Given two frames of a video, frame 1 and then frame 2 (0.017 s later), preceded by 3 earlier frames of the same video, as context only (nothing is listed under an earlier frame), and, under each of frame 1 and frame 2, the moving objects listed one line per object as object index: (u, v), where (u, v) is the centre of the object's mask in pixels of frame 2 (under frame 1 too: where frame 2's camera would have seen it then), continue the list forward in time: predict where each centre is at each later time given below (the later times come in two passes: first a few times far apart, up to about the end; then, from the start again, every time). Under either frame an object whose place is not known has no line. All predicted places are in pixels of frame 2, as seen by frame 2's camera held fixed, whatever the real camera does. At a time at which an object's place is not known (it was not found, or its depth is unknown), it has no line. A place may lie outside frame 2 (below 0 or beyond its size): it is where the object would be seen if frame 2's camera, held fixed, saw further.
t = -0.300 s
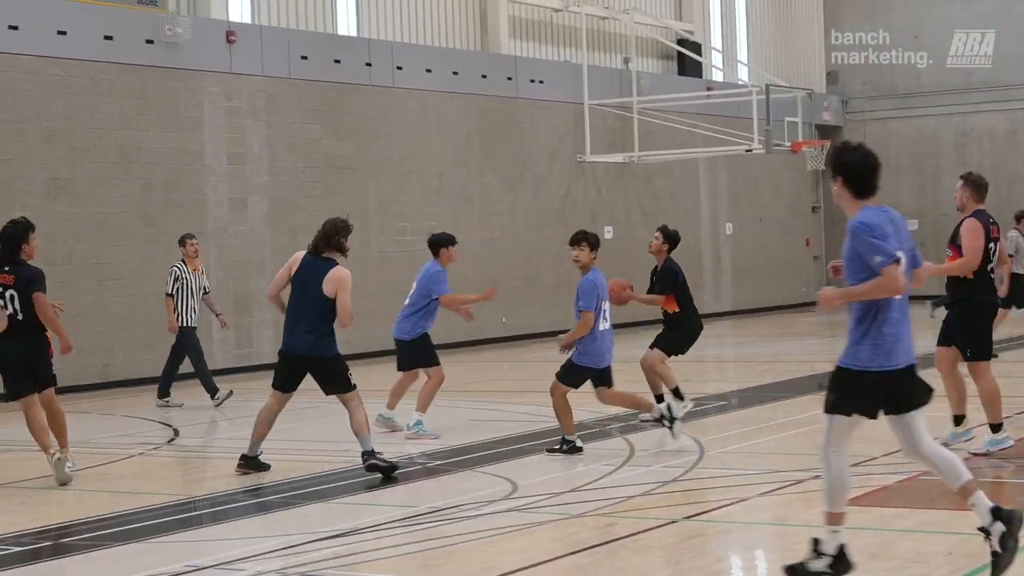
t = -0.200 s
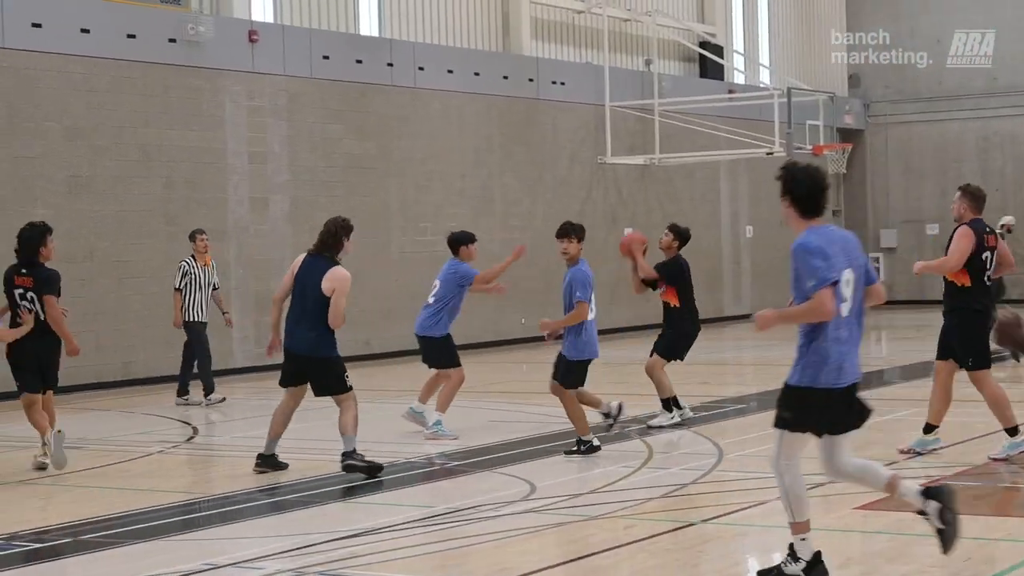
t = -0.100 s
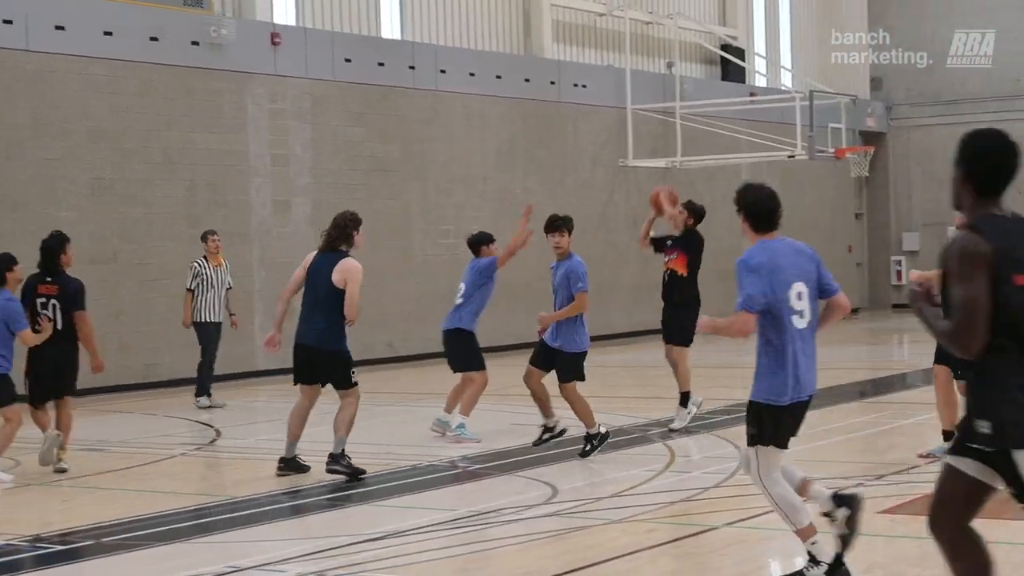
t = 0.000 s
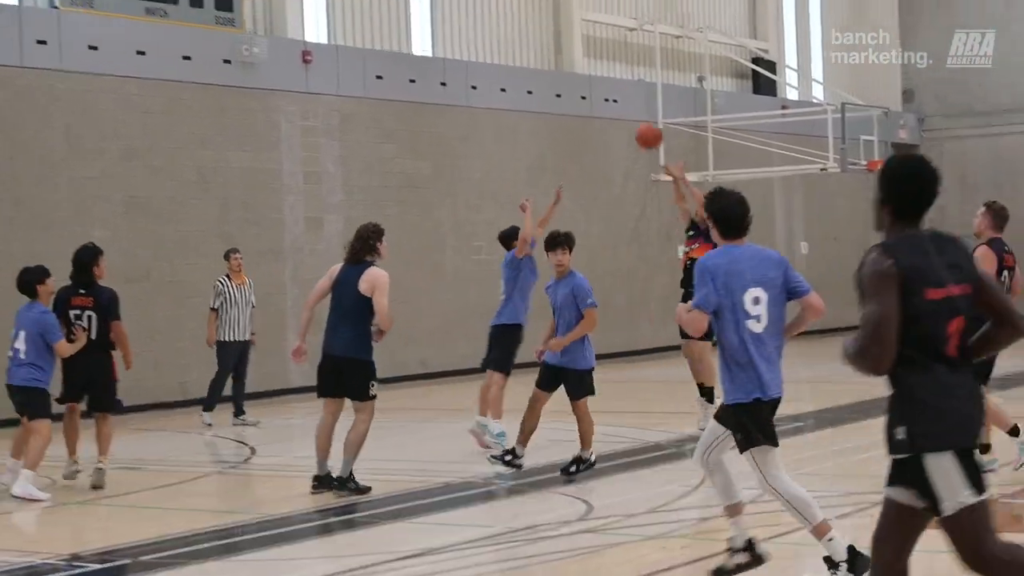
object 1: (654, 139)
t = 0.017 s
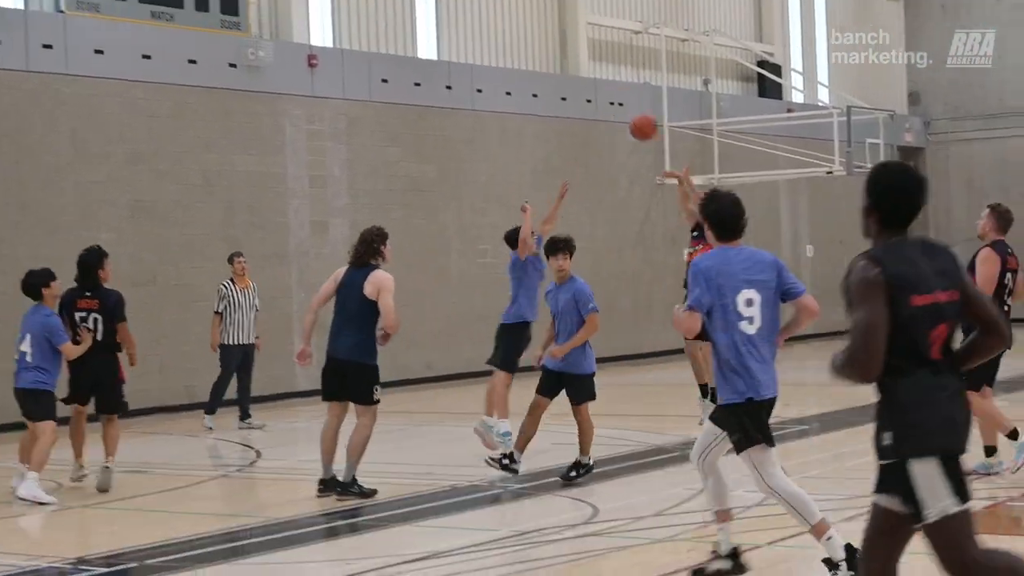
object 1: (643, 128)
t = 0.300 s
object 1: (461, -34)
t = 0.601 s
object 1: (272, -109)
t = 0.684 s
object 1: (222, -110)
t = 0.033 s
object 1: (633, 115)
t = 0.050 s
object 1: (622, 104)
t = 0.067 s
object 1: (612, 92)
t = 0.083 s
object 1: (601, 81)
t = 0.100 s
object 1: (590, 71)
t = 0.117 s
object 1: (579, 60)
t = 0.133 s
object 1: (568, 50)
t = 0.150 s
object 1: (557, 40)
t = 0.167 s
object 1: (547, 31)
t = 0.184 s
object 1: (536, 22)
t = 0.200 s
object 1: (525, 13)
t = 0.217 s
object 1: (514, 4)
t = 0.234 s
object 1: (504, -4)
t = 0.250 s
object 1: (493, -12)
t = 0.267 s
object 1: (482, -20)
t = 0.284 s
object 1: (471, -27)
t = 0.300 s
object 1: (461, -34)
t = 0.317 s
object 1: (450, -41)
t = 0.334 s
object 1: (440, -48)
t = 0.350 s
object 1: (429, -54)
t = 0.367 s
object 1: (418, -60)
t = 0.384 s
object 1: (407, -65)
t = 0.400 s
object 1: (396, -71)
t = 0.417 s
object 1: (386, -76)
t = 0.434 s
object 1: (376, -80)
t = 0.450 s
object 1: (365, -85)
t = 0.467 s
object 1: (355, -89)
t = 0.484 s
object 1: (345, -92)
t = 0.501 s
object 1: (334, -96)
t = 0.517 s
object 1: (324, -99)
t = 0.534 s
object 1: (313, -102)
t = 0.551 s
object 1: (302, -104)
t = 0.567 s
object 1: (292, -106)
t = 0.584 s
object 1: (282, -108)
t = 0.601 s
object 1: (272, -109)
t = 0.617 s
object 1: (262, -110)
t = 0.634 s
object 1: (252, -111)
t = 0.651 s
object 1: (243, -111)
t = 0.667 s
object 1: (233, -111)
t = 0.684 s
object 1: (222, -110)
